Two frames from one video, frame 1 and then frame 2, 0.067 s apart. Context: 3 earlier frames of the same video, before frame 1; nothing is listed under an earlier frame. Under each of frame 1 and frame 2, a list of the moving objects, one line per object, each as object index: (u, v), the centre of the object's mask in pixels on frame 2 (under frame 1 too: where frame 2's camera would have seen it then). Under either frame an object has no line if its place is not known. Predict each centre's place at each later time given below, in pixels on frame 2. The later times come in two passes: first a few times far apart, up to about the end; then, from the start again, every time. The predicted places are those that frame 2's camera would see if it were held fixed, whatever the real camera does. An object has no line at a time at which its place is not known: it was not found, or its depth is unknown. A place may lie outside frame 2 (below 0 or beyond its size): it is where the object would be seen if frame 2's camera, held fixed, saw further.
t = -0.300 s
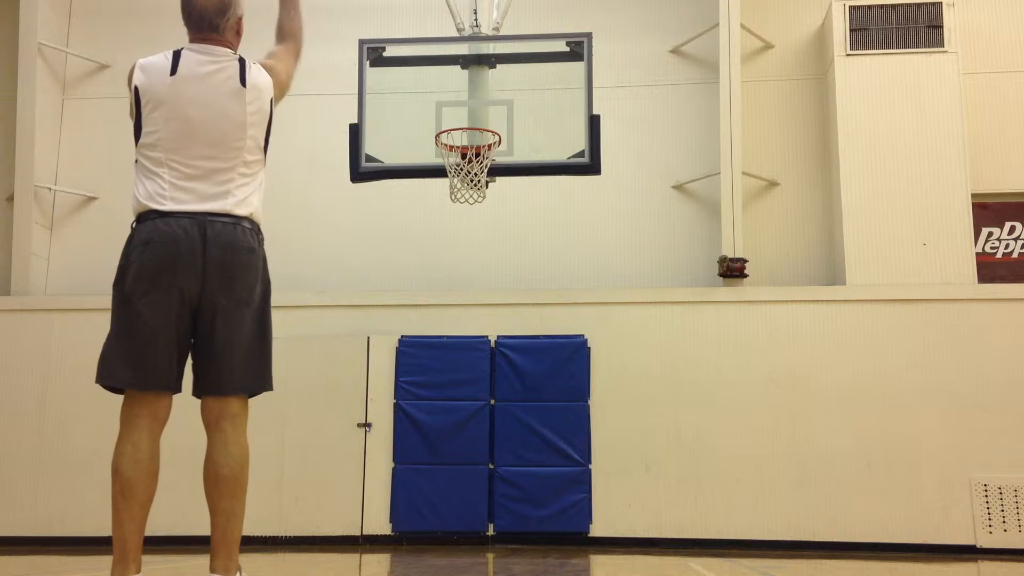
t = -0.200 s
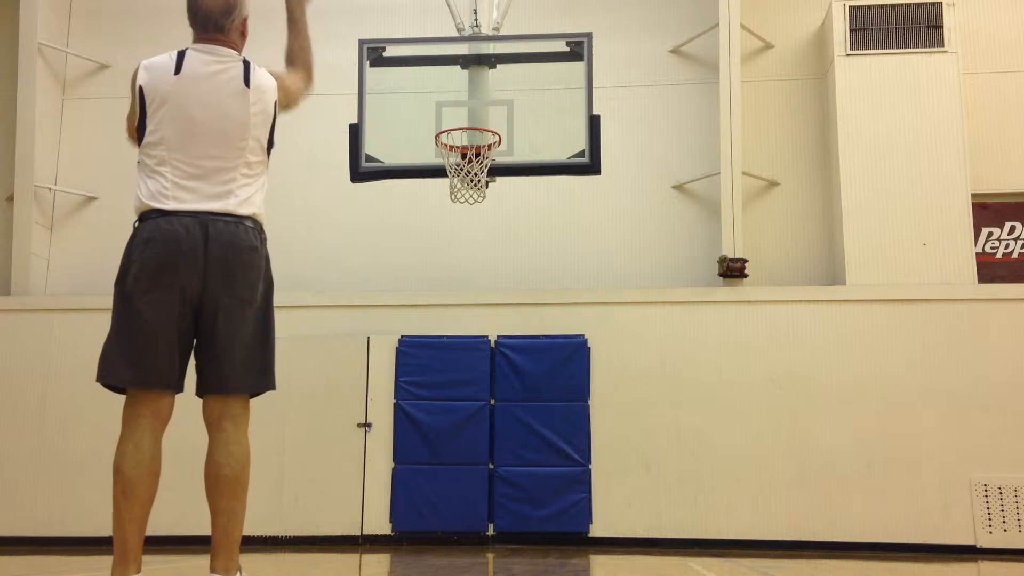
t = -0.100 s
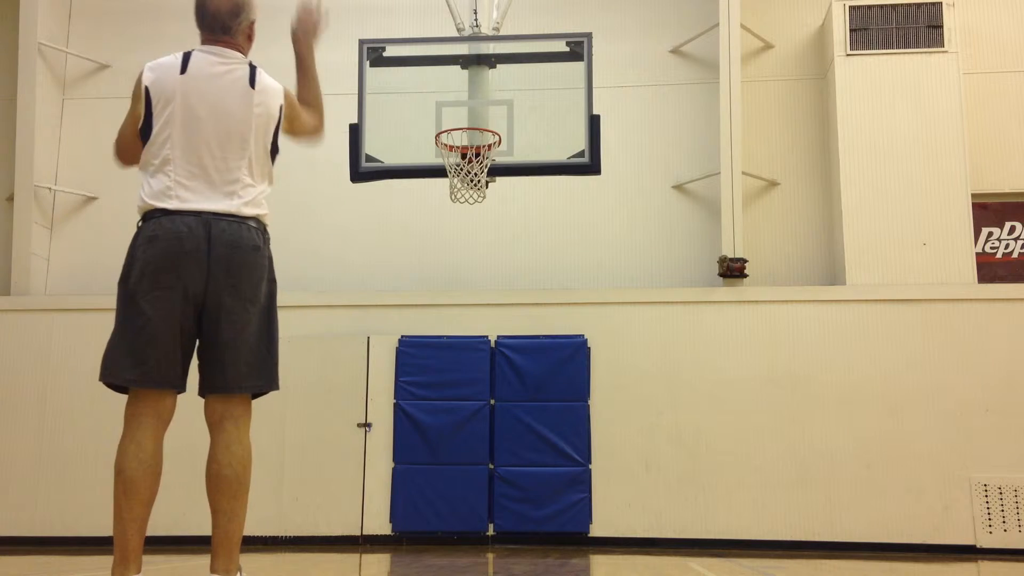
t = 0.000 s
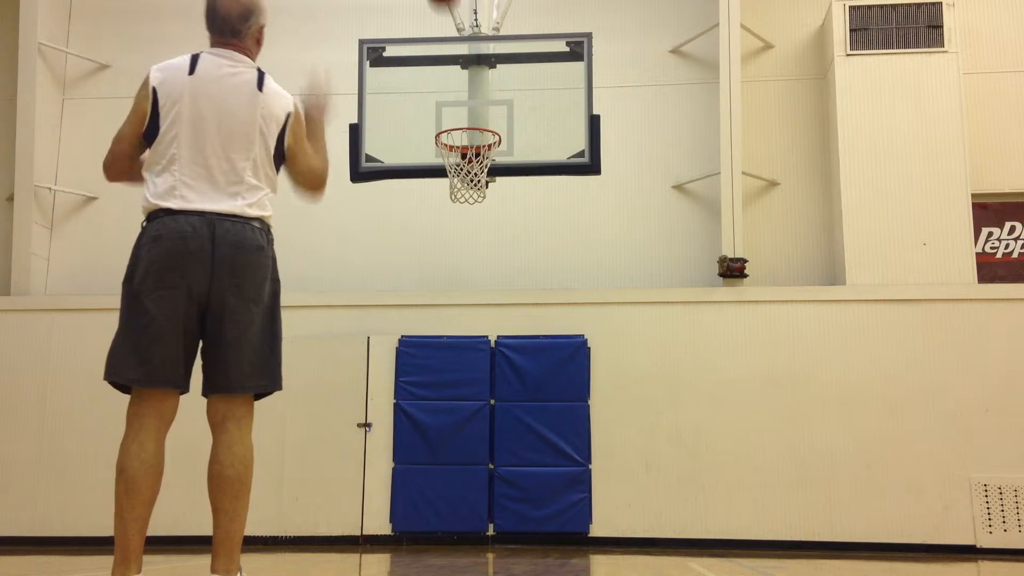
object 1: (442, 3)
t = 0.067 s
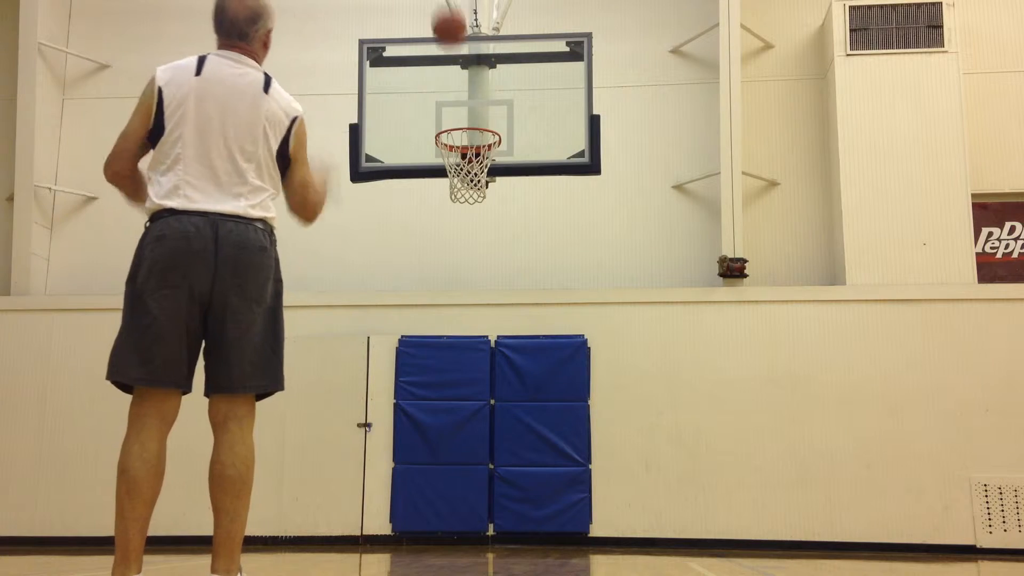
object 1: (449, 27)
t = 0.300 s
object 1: (464, 105)
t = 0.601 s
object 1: (472, 117)
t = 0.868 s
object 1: (473, 117)
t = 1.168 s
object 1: (459, 148)
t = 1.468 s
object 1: (464, 187)
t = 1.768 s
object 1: (474, 249)
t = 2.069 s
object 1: (480, 423)
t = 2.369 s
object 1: (486, 432)
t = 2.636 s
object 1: (492, 343)
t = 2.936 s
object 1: (497, 347)
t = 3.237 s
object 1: (502, 468)
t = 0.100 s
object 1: (453, 50)
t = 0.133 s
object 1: (455, 68)
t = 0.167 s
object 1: (458, 93)
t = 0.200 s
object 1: (460, 112)
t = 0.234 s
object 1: (462, 109)
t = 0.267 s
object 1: (463, 107)
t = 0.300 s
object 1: (464, 105)
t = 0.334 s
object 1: (465, 105)
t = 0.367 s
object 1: (467, 106)
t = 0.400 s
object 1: (468, 108)
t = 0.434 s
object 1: (469, 111)
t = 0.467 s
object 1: (470, 116)
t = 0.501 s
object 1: (471, 122)
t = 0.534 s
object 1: (472, 129)
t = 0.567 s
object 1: (472, 125)
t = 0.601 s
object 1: (472, 117)
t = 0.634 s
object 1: (472, 114)
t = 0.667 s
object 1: (473, 112)
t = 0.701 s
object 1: (473, 110)
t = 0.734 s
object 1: (473, 110)
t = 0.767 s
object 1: (473, 110)
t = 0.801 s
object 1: (473, 112)
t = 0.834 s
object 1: (473, 115)
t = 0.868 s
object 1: (473, 117)
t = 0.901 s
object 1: (472, 127)
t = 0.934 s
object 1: (472, 135)
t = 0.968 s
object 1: (470, 134)
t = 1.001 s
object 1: (469, 134)
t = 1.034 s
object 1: (468, 135)
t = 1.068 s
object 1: (466, 136)
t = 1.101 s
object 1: (465, 141)
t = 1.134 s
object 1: (463, 145)
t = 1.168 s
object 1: (459, 148)
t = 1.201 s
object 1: (460, 147)
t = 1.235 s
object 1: (459, 147)
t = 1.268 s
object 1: (459, 149)
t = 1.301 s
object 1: (458, 153)
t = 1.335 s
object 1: (461, 155)
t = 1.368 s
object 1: (461, 164)
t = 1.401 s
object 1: (461, 172)
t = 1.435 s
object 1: (464, 177)
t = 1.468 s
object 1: (464, 187)
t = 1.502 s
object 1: (465, 195)
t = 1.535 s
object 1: (468, 200)
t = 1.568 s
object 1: (470, 203)
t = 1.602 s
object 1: (470, 206)
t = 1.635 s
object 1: (471, 210)
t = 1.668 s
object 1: (471, 217)
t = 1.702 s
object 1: (472, 226)
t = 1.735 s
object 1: (473, 237)
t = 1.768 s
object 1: (474, 249)
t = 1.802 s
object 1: (475, 262)
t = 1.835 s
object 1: (475, 276)
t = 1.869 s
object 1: (476, 292)
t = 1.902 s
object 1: (476, 311)
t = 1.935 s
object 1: (477, 330)
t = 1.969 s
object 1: (478, 353)
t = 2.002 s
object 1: (479, 373)
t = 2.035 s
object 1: (479, 397)
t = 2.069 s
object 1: (480, 423)
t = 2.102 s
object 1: (481, 450)
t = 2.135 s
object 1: (481, 479)
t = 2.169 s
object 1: (481, 509)
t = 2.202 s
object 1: (481, 533)
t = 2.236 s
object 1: (482, 512)
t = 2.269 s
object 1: (483, 490)
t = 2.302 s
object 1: (484, 469)
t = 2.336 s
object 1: (485, 450)
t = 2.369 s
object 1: (486, 432)
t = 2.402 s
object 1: (486, 417)
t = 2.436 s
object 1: (488, 402)
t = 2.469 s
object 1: (488, 388)
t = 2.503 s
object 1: (489, 376)
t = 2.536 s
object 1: (490, 365)
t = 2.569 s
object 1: (490, 357)
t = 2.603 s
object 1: (491, 349)
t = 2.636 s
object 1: (492, 343)
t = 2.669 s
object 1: (492, 337)
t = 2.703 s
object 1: (492, 334)
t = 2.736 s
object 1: (493, 332)
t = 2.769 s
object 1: (493, 332)
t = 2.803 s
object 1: (494, 332)
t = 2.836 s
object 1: (495, 333)
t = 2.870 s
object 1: (495, 336)
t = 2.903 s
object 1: (496, 341)
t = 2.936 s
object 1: (497, 347)
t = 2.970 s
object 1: (498, 355)
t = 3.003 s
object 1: (498, 363)
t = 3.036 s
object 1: (499, 374)
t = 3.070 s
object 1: (500, 385)
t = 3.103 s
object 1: (500, 399)
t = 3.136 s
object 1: (500, 414)
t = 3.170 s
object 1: (500, 430)
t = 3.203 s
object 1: (501, 448)
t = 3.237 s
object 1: (502, 468)
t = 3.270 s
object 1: (502, 490)
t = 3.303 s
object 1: (503, 513)
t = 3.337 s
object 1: (502, 533)
